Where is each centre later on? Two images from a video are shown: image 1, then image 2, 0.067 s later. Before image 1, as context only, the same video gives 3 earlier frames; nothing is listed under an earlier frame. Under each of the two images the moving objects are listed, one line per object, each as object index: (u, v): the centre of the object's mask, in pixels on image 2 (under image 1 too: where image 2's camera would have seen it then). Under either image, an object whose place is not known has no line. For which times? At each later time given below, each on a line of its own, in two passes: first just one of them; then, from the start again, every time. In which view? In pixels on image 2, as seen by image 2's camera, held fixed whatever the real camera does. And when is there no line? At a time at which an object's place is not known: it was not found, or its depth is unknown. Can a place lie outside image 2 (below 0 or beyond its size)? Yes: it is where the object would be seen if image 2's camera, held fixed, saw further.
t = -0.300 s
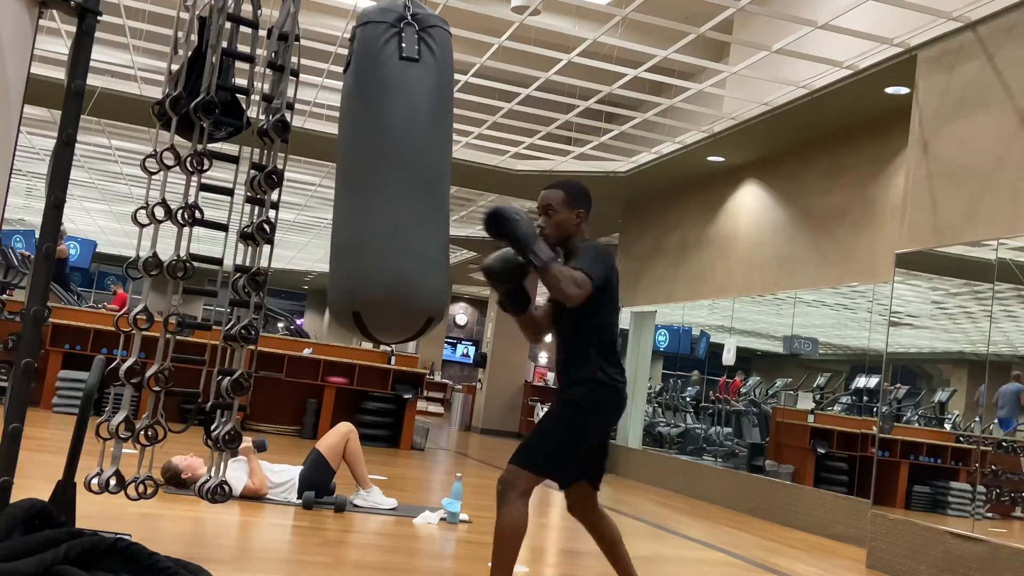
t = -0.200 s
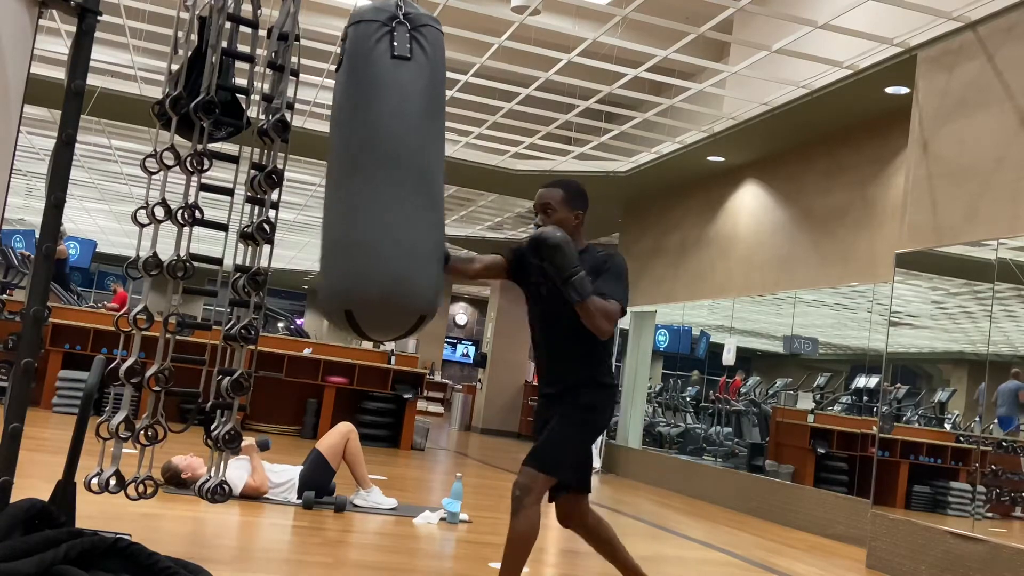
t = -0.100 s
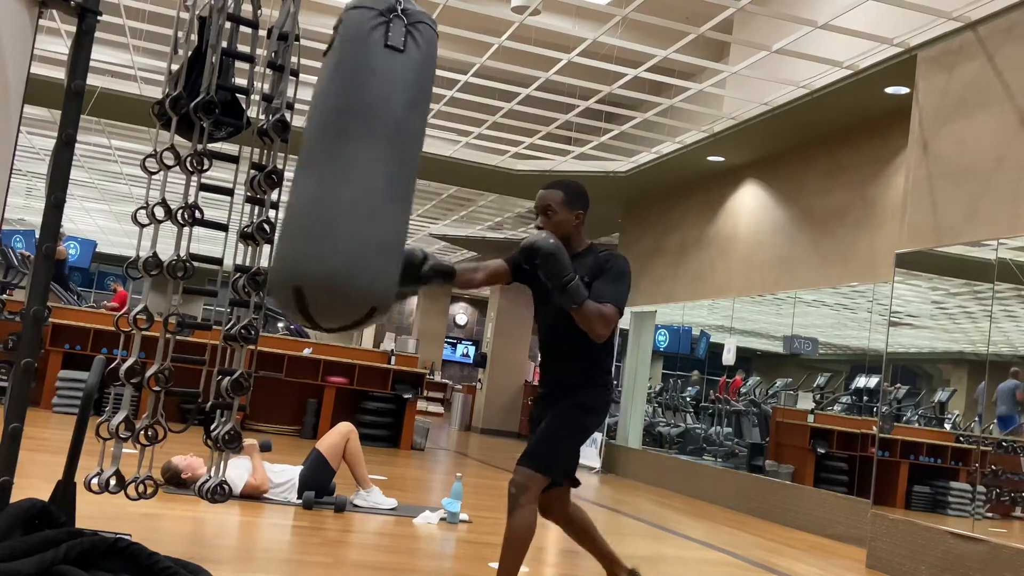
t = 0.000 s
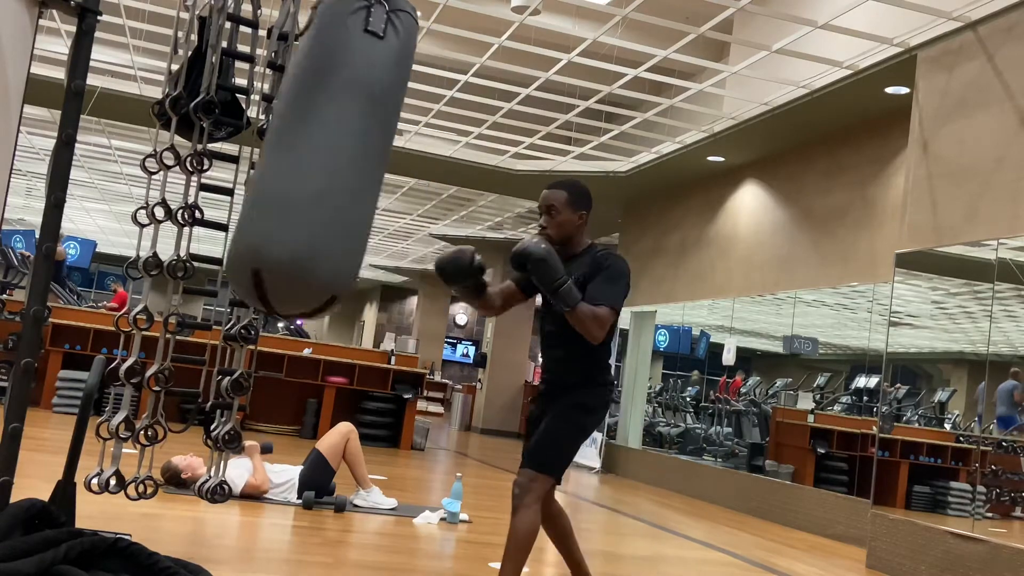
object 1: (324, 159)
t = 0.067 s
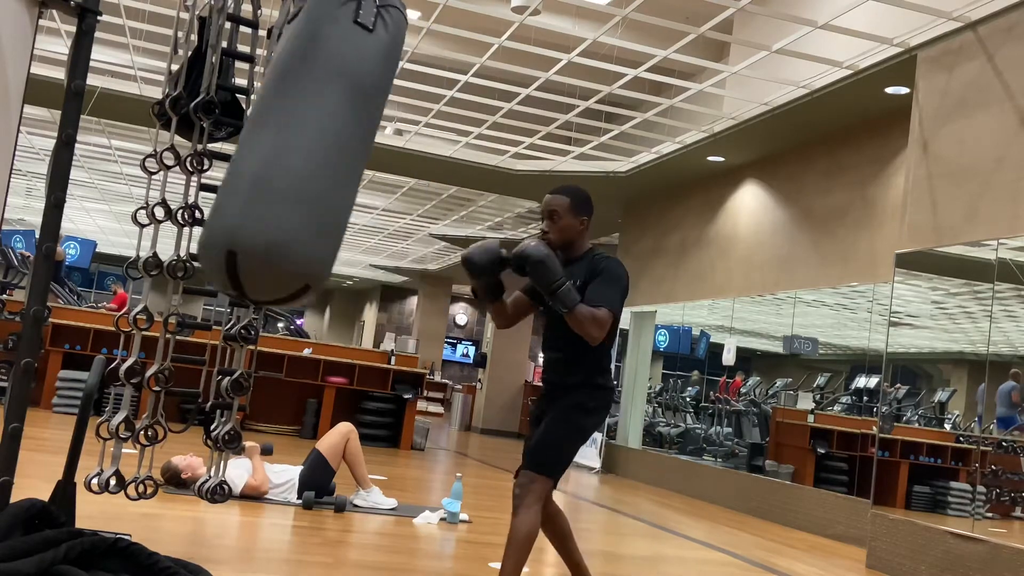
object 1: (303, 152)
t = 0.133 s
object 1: (285, 146)
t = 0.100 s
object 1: (294, 148)
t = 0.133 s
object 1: (285, 146)
